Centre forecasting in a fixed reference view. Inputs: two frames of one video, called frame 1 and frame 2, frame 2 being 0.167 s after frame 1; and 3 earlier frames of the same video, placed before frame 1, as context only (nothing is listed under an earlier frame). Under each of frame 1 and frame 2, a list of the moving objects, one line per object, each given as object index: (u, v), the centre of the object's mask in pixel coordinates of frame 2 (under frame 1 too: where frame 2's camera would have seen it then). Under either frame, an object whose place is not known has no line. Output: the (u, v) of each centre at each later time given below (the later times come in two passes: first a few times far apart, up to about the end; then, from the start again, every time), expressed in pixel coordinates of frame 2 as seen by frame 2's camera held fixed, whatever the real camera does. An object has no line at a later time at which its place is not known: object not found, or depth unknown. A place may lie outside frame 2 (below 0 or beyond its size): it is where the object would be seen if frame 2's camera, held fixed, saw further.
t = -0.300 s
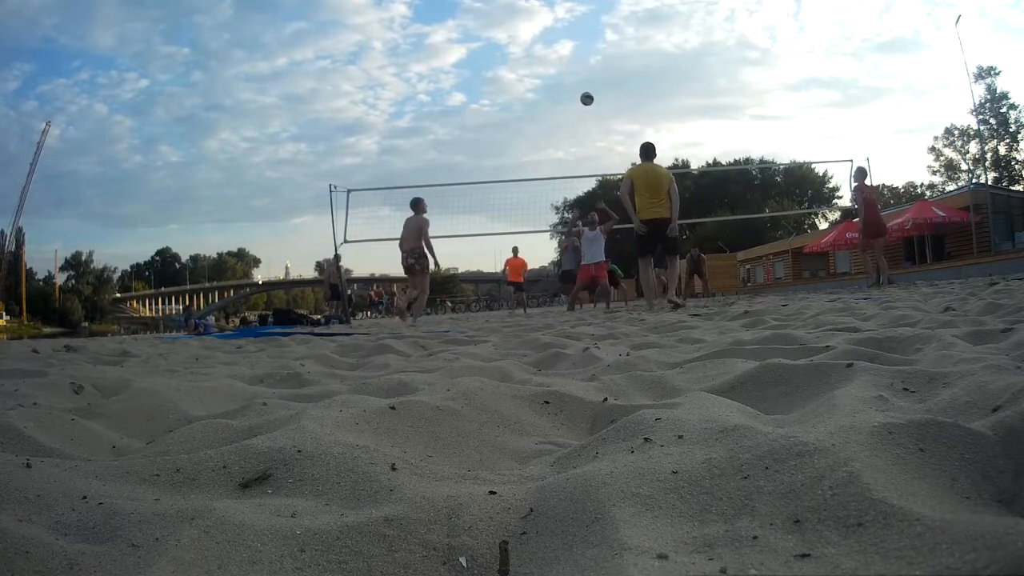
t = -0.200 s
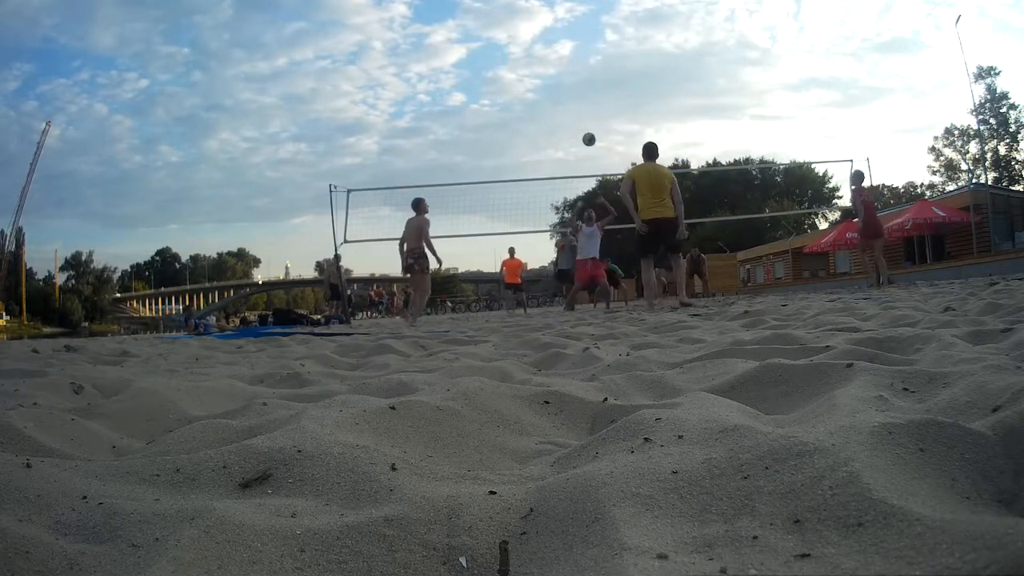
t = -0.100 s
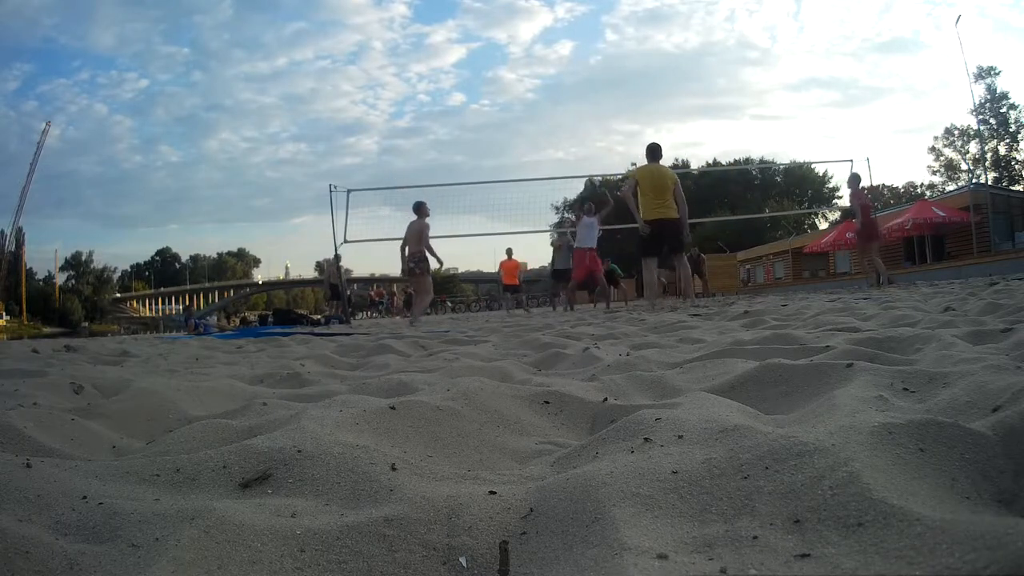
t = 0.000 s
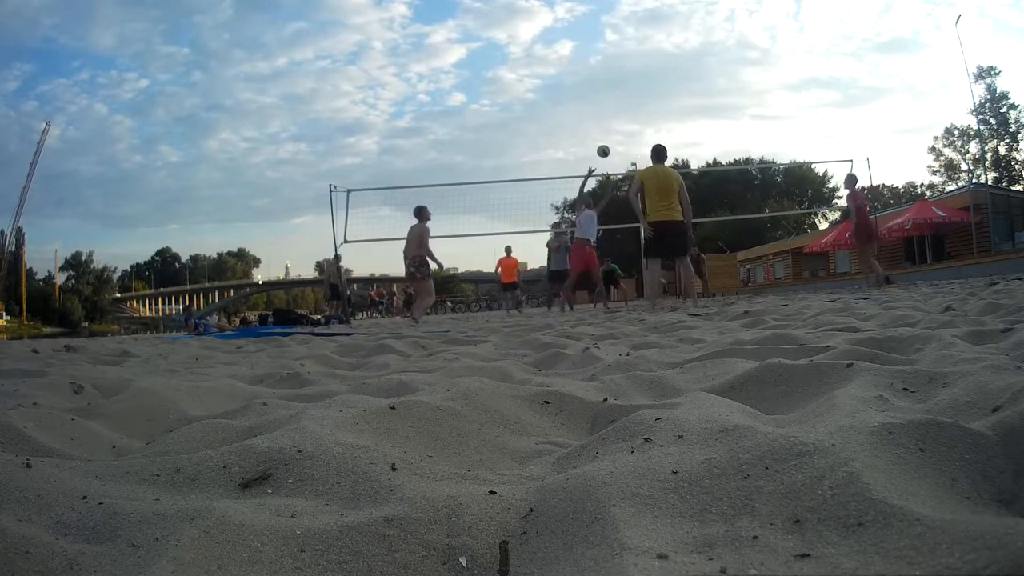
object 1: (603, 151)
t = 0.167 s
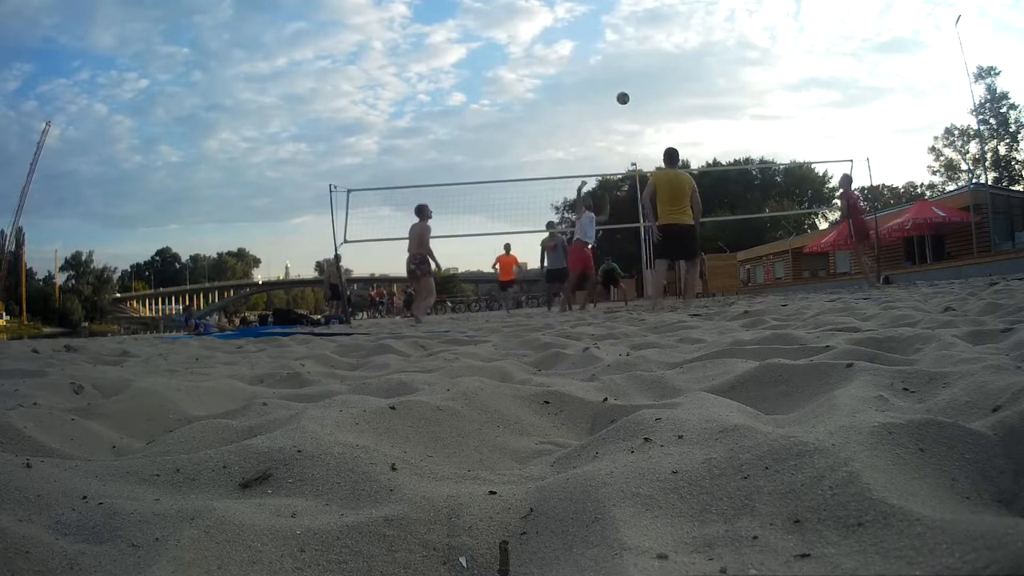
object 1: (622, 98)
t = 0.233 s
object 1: (631, 82)
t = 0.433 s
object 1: (656, 51)
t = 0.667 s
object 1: (688, 43)
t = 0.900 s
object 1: (724, 66)
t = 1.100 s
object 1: (758, 111)
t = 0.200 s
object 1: (627, 90)
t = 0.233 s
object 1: (631, 82)
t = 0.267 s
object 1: (635, 75)
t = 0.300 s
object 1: (639, 69)
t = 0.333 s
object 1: (643, 64)
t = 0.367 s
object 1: (647, 59)
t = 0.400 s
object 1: (651, 54)
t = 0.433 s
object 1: (656, 51)
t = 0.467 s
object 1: (660, 48)
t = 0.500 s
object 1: (664, 46)
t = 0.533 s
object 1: (669, 44)
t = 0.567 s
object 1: (673, 43)
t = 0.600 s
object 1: (678, 42)
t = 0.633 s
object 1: (683, 42)
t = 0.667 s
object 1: (688, 43)
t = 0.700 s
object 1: (692, 44)
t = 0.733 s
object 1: (698, 46)
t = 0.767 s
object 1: (702, 49)
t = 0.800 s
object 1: (708, 52)
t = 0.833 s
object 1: (713, 56)
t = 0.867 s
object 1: (718, 60)
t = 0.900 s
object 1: (724, 66)
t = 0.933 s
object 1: (729, 71)
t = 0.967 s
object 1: (735, 78)
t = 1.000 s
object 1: (740, 85)
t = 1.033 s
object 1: (746, 93)
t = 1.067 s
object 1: (752, 101)
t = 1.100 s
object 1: (758, 111)
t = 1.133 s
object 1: (763, 121)
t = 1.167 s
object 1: (769, 132)
